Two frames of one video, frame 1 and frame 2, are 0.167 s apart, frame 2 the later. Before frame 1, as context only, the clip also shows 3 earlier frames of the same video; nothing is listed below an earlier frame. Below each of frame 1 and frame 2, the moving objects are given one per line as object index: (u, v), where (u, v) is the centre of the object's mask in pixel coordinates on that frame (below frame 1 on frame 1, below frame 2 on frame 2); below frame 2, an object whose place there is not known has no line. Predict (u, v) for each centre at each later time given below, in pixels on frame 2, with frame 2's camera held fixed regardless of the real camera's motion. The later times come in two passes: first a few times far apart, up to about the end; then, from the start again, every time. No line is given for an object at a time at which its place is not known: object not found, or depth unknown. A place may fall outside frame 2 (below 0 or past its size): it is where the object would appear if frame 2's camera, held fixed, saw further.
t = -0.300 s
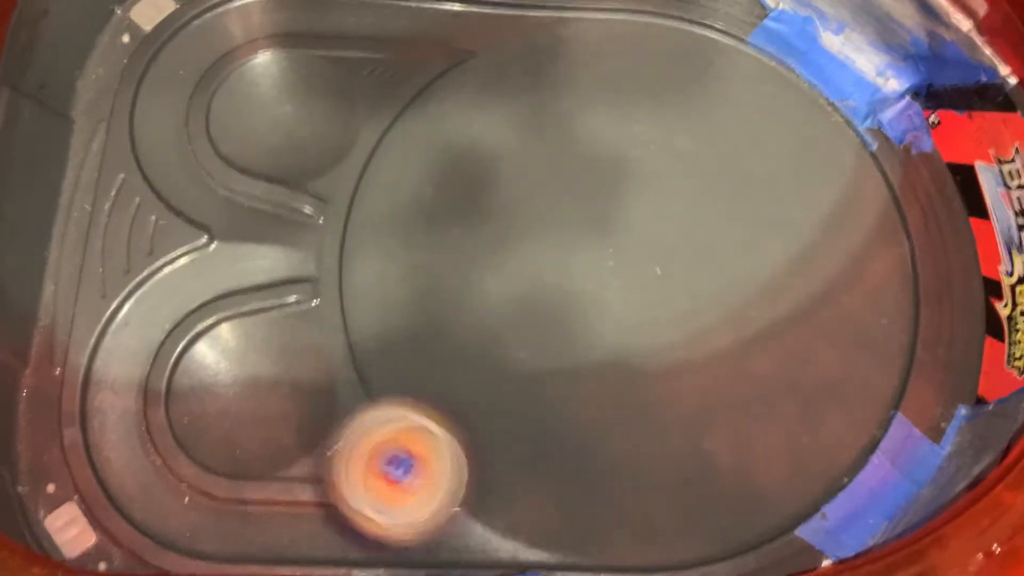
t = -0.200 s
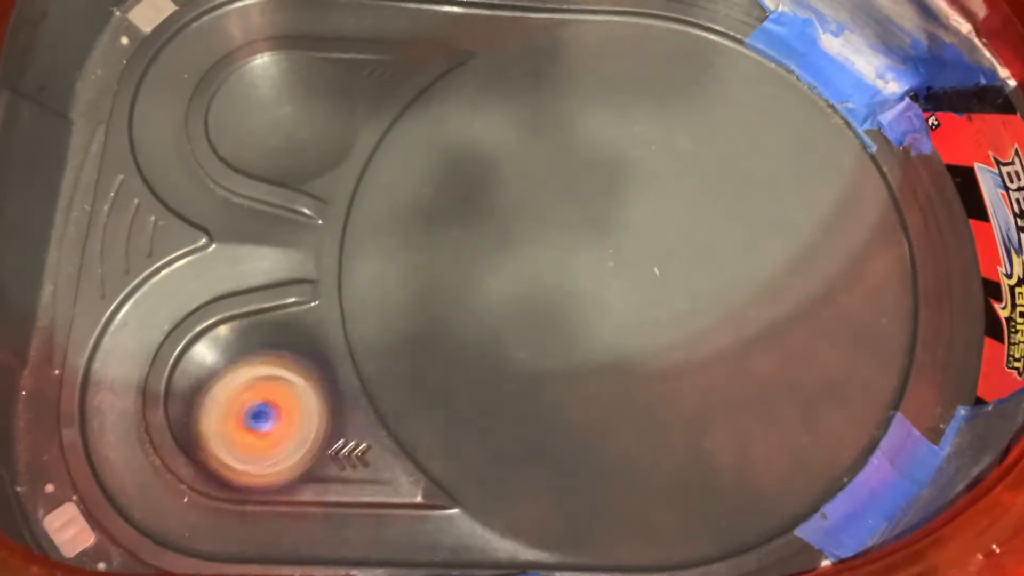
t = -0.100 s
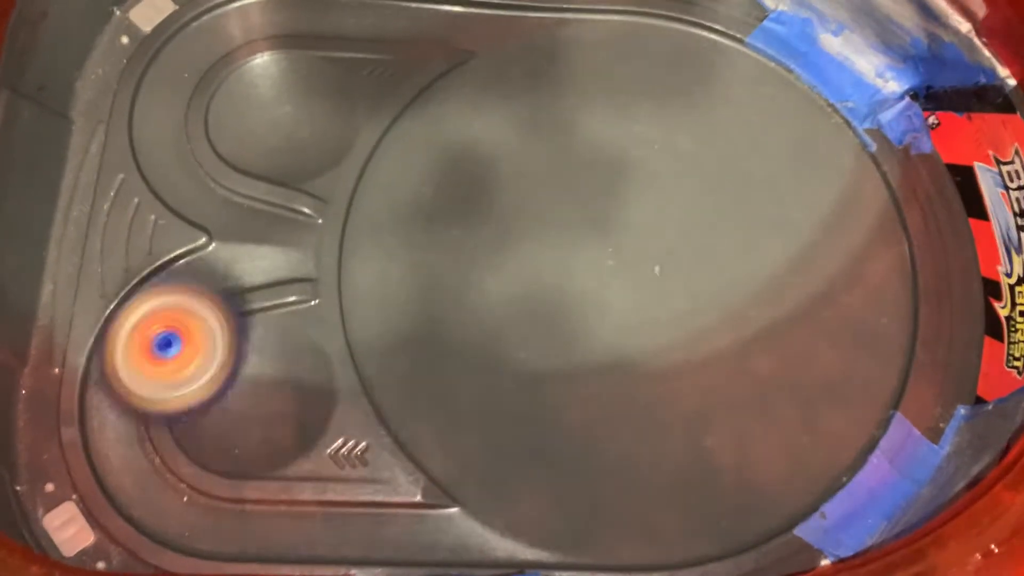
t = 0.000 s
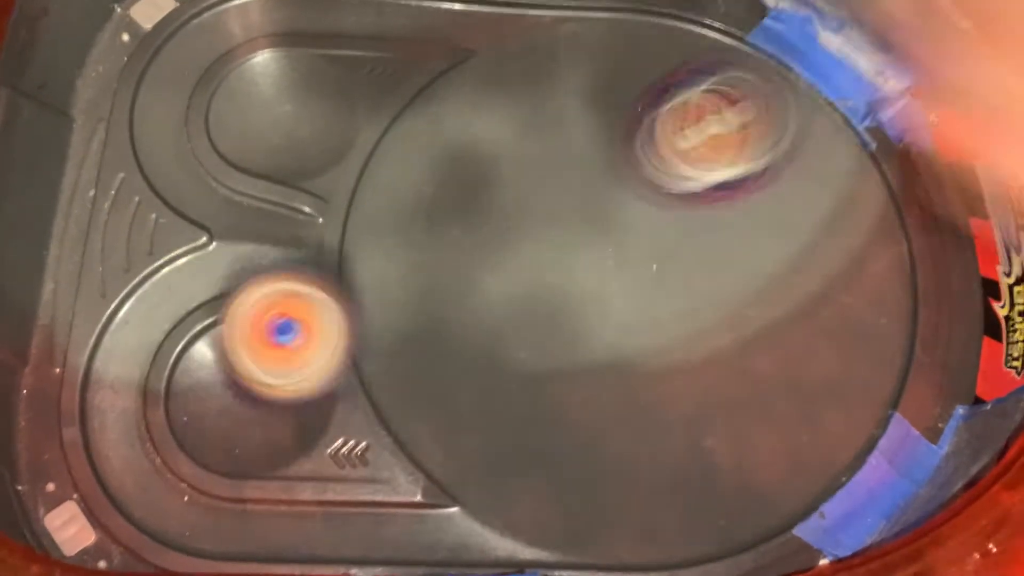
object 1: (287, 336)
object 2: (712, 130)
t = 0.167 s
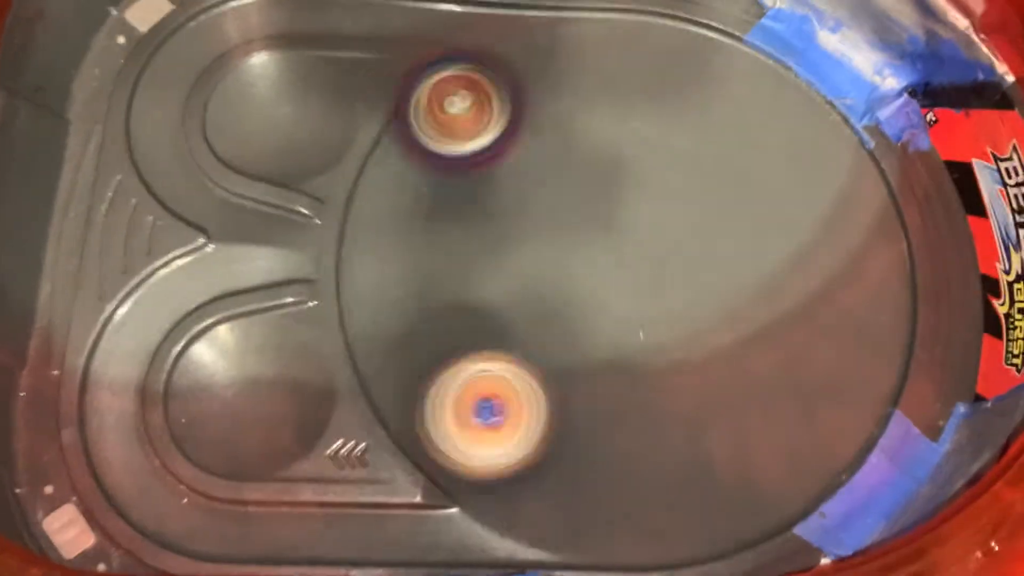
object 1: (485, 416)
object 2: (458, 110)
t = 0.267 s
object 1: (601, 377)
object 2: (380, 177)
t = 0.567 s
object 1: (691, 275)
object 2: (689, 516)
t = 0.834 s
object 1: (652, 298)
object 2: (874, 201)
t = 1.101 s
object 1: (663, 220)
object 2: (522, 71)
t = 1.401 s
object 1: (675, 258)
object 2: (442, 448)
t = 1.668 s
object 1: (615, 244)
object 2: (836, 435)
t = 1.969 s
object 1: (622, 204)
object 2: (707, 73)
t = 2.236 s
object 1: (639, 256)
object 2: (390, 155)
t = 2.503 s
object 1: (569, 277)
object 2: (488, 474)
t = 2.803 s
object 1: (583, 254)
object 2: (840, 339)
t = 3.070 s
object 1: (598, 255)
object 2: (683, 67)
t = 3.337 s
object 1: (623, 293)
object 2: (421, 143)
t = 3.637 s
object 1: (627, 328)
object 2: (520, 431)
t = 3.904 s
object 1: (836, 267)
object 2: (759, 493)
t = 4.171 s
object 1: (844, 131)
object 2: (774, 389)
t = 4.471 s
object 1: (651, 58)
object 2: (612, 284)
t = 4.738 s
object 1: (543, 114)
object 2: (473, 317)
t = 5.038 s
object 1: (491, 199)
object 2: (521, 392)
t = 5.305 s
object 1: (420, 184)
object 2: (588, 268)
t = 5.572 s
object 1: (421, 186)
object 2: (551, 154)
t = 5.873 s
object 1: (475, 287)
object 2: (520, 149)
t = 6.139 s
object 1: (583, 387)
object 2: (618, 205)
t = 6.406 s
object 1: (703, 413)
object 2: (719, 192)
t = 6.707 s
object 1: (777, 363)
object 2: (713, 183)
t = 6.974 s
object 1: (810, 370)
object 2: (650, 225)
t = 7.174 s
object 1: (765, 357)
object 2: (636, 295)
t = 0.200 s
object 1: (529, 407)
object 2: (430, 123)
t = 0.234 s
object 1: (568, 396)
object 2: (402, 146)
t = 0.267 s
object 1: (601, 377)
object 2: (380, 177)
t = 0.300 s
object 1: (630, 356)
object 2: (365, 219)
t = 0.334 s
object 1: (650, 336)
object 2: (357, 270)
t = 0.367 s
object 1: (666, 317)
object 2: (363, 328)
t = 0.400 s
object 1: (675, 300)
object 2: (390, 387)
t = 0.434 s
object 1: (682, 284)
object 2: (434, 445)
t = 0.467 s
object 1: (686, 274)
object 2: (495, 493)
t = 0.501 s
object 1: (688, 270)
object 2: (555, 516)
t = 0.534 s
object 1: (691, 270)
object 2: (625, 520)
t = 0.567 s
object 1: (691, 275)
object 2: (689, 516)
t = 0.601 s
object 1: (693, 283)
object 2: (749, 506)
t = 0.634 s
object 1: (693, 292)
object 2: (807, 483)
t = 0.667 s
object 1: (693, 300)
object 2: (845, 444)
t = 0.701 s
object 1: (689, 304)
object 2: (879, 395)
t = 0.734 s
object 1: (678, 303)
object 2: (895, 349)
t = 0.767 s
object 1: (667, 303)
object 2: (898, 298)
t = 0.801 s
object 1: (657, 301)
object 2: (891, 248)
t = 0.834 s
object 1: (652, 298)
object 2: (874, 201)
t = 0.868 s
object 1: (651, 290)
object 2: (850, 159)
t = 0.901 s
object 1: (649, 279)
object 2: (812, 123)
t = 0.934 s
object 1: (645, 265)
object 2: (773, 94)
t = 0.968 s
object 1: (641, 253)
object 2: (726, 72)
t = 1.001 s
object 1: (642, 243)
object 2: (673, 58)
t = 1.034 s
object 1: (649, 235)
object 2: (623, 53)
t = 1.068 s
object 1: (656, 227)
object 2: (572, 57)
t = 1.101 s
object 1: (663, 220)
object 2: (522, 71)
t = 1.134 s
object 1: (669, 216)
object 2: (476, 90)
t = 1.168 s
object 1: (676, 220)
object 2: (434, 122)
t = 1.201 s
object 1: (685, 227)
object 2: (400, 161)
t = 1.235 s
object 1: (691, 234)
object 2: (375, 202)
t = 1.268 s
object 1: (691, 240)
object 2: (363, 248)
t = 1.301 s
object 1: (686, 247)
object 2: (357, 302)
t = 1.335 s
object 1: (680, 255)
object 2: (377, 353)
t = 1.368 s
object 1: (678, 258)
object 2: (405, 404)
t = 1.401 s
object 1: (675, 258)
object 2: (442, 448)
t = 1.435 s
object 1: (673, 256)
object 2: (491, 485)
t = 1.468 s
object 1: (670, 253)
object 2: (541, 506)
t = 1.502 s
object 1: (659, 248)
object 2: (595, 516)
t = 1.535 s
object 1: (646, 245)
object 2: (652, 520)
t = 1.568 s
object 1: (631, 243)
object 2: (706, 514)
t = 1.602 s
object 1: (620, 244)
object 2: (759, 502)
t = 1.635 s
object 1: (615, 245)
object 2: (804, 471)
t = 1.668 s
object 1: (615, 244)
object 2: (836, 435)
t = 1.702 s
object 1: (615, 238)
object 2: (860, 388)
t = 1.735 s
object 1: (613, 226)
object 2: (873, 341)
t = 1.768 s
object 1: (609, 212)
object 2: (873, 293)
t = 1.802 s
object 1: (604, 200)
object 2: (861, 243)
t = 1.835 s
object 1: (598, 191)
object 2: (845, 200)
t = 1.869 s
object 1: (595, 189)
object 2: (820, 159)
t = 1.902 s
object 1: (596, 192)
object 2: (789, 126)
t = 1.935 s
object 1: (606, 198)
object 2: (750, 97)
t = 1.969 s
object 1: (622, 204)
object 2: (707, 73)
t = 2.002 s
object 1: (637, 209)
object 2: (660, 57)
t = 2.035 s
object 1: (653, 212)
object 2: (613, 51)
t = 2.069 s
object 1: (664, 212)
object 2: (566, 53)
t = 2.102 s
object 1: (666, 217)
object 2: (523, 59)
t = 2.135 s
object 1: (662, 226)
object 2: (482, 71)
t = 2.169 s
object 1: (652, 238)
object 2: (445, 91)
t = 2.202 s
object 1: (643, 250)
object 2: (413, 120)
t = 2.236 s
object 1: (639, 256)
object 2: (390, 155)
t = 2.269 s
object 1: (635, 261)
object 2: (373, 191)
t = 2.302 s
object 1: (626, 269)
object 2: (363, 235)
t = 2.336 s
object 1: (615, 279)
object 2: (362, 280)
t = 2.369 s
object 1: (604, 284)
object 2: (370, 326)
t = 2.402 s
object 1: (590, 284)
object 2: (387, 370)
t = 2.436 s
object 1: (578, 282)
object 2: (412, 410)
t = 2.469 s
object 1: (572, 279)
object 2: (446, 445)
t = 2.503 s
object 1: (569, 277)
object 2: (488, 474)
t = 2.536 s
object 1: (568, 275)
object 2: (534, 494)
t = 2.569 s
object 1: (567, 273)
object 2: (581, 503)
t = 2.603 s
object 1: (566, 272)
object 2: (632, 503)
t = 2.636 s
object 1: (567, 269)
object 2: (683, 496)
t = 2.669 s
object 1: (570, 265)
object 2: (728, 479)
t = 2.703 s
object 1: (574, 262)
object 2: (767, 454)
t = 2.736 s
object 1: (578, 259)
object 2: (801, 420)
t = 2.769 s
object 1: (581, 257)
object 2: (825, 380)
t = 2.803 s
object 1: (583, 254)
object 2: (840, 339)
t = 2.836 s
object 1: (585, 251)
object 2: (845, 293)
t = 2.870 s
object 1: (586, 247)
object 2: (841, 250)
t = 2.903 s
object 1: (588, 245)
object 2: (829, 207)
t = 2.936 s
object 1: (591, 244)
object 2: (810, 169)
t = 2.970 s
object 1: (594, 246)
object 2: (787, 136)
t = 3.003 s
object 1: (596, 249)
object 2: (755, 107)
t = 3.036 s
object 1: (597, 253)
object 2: (722, 85)
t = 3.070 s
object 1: (598, 255)
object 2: (683, 67)
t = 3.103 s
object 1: (599, 256)
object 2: (645, 56)
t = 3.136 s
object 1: (602, 256)
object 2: (606, 53)
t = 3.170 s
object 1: (605, 258)
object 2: (565, 56)
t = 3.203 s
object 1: (609, 262)
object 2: (530, 64)
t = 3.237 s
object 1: (613, 269)
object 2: (496, 76)
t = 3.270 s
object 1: (615, 279)
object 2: (465, 93)
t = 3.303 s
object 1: (617, 288)
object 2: (440, 114)
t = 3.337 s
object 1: (623, 293)
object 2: (421, 143)
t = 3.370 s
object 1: (630, 296)
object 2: (406, 176)
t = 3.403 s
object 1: (637, 298)
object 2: (397, 208)
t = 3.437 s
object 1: (640, 298)
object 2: (395, 245)
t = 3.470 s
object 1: (637, 301)
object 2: (399, 280)
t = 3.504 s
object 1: (633, 311)
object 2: (412, 318)
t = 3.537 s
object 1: (629, 318)
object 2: (431, 353)
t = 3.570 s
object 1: (627, 324)
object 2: (456, 385)
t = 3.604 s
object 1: (626, 328)
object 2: (487, 410)
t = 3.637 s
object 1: (627, 328)
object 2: (520, 431)
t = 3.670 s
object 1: (657, 302)
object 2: (531, 468)
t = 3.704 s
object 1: (686, 278)
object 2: (548, 493)
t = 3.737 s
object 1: (711, 261)
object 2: (577, 506)
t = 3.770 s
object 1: (738, 251)
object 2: (612, 513)
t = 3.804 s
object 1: (764, 246)
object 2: (650, 516)
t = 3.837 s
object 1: (788, 249)
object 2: (689, 514)
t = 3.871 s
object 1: (813, 256)
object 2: (724, 507)
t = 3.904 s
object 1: (836, 267)
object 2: (759, 493)
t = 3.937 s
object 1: (850, 281)
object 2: (784, 468)
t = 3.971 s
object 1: (860, 299)
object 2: (805, 440)
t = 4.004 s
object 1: (870, 286)
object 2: (809, 434)
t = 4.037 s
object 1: (885, 245)
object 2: (802, 443)
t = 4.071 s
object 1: (892, 208)
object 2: (792, 441)
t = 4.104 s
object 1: (889, 175)
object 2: (783, 431)
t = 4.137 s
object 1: (866, 152)
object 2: (779, 410)
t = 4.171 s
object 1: (844, 131)
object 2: (774, 389)
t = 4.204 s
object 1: (823, 113)
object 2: (764, 370)
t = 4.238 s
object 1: (802, 96)
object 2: (750, 352)
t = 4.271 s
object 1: (780, 83)
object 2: (734, 335)
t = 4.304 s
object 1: (758, 73)
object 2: (715, 319)
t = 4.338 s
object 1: (734, 66)
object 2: (696, 307)
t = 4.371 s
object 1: (712, 60)
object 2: (676, 297)
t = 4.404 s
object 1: (690, 58)
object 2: (656, 290)
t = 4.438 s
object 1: (671, 56)
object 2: (634, 286)
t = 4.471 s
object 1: (651, 58)
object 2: (612, 284)
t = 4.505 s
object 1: (633, 61)
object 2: (590, 285)
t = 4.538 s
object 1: (616, 64)
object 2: (567, 285)
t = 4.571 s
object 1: (601, 68)
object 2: (547, 285)
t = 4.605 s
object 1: (586, 75)
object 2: (529, 288)
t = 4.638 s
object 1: (574, 83)
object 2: (513, 294)
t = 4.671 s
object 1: (562, 92)
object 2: (497, 300)
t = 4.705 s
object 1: (552, 103)
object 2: (484, 307)
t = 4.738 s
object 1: (543, 114)
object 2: (473, 317)
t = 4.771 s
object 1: (535, 126)
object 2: (466, 330)
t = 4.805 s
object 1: (528, 137)
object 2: (461, 344)
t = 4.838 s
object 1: (522, 148)
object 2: (459, 356)
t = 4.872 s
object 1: (517, 159)
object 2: (459, 367)
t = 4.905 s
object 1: (511, 169)
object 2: (465, 377)
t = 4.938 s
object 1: (506, 179)
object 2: (474, 390)
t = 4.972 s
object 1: (501, 186)
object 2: (486, 398)
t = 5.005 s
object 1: (496, 193)
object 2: (503, 397)
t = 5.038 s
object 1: (491, 199)
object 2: (521, 392)
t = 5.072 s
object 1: (485, 204)
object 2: (540, 385)
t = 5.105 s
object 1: (478, 207)
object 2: (555, 376)
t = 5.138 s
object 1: (470, 207)
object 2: (567, 360)
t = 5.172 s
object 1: (462, 205)
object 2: (577, 343)
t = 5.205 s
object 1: (452, 200)
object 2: (586, 323)
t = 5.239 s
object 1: (441, 194)
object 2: (591, 304)
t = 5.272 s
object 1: (430, 189)
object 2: (590, 287)
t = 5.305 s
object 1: (420, 184)
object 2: (588, 268)
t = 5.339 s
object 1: (411, 180)
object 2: (588, 251)
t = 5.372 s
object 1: (405, 176)
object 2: (585, 234)
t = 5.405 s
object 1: (402, 175)
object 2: (582, 217)
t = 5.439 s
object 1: (402, 174)
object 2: (576, 200)
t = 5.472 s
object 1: (404, 174)
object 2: (570, 186)
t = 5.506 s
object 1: (411, 175)
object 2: (562, 174)
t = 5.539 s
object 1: (420, 179)
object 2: (554, 164)
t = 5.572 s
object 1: (421, 186)
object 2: (551, 154)
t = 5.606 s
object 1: (420, 194)
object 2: (550, 147)
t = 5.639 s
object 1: (422, 202)
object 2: (547, 140)
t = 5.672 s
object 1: (424, 211)
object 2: (540, 135)
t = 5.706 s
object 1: (429, 221)
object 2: (535, 130)
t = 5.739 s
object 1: (435, 232)
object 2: (529, 128)
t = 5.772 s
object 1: (443, 245)
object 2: (524, 129)
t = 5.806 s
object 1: (452, 259)
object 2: (520, 133)
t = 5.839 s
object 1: (464, 273)
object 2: (518, 140)
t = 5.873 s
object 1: (475, 287)
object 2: (520, 149)
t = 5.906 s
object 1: (488, 302)
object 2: (526, 158)
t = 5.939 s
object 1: (500, 316)
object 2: (535, 170)
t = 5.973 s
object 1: (513, 331)
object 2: (545, 179)
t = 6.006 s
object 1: (525, 344)
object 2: (557, 186)
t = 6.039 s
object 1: (540, 356)
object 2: (571, 193)
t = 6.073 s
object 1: (553, 368)
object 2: (585, 198)
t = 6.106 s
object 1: (569, 378)
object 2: (602, 202)
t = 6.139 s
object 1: (583, 387)
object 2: (618, 205)
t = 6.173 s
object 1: (600, 395)
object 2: (633, 205)
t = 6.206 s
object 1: (615, 401)
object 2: (649, 207)
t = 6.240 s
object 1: (633, 406)
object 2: (664, 207)
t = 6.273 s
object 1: (645, 409)
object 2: (678, 205)
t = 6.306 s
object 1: (661, 411)
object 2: (690, 203)
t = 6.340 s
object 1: (675, 413)
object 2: (701, 200)
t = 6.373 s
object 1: (689, 414)
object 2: (712, 196)
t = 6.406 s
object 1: (703, 413)
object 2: (719, 192)
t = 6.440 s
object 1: (716, 412)
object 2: (726, 188)
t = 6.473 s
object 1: (730, 410)
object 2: (731, 183)
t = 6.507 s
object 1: (739, 407)
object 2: (735, 179)
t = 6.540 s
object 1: (749, 402)
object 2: (736, 175)
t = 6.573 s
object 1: (757, 397)
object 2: (736, 172)
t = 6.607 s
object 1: (765, 390)
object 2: (732, 171)
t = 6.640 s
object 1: (770, 382)
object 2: (726, 171)
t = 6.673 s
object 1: (774, 373)
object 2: (720, 176)
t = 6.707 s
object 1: (777, 363)
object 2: (713, 183)
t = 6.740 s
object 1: (779, 351)
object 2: (706, 192)
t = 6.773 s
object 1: (780, 340)
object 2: (701, 203)
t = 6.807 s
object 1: (780, 327)
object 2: (696, 215)
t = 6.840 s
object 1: (786, 322)
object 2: (689, 220)
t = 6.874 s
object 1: (801, 339)
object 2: (672, 213)
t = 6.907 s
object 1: (810, 354)
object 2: (662, 210)
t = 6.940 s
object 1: (812, 364)
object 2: (655, 216)
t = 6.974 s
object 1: (810, 370)
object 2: (650, 225)
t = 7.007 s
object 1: (805, 372)
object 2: (647, 237)
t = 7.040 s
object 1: (798, 372)
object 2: (643, 248)
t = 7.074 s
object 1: (788, 370)
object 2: (641, 261)
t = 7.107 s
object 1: (779, 366)
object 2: (639, 273)
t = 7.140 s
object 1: (769, 361)
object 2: (638, 287)
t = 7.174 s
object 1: (765, 357)
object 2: (636, 295)
